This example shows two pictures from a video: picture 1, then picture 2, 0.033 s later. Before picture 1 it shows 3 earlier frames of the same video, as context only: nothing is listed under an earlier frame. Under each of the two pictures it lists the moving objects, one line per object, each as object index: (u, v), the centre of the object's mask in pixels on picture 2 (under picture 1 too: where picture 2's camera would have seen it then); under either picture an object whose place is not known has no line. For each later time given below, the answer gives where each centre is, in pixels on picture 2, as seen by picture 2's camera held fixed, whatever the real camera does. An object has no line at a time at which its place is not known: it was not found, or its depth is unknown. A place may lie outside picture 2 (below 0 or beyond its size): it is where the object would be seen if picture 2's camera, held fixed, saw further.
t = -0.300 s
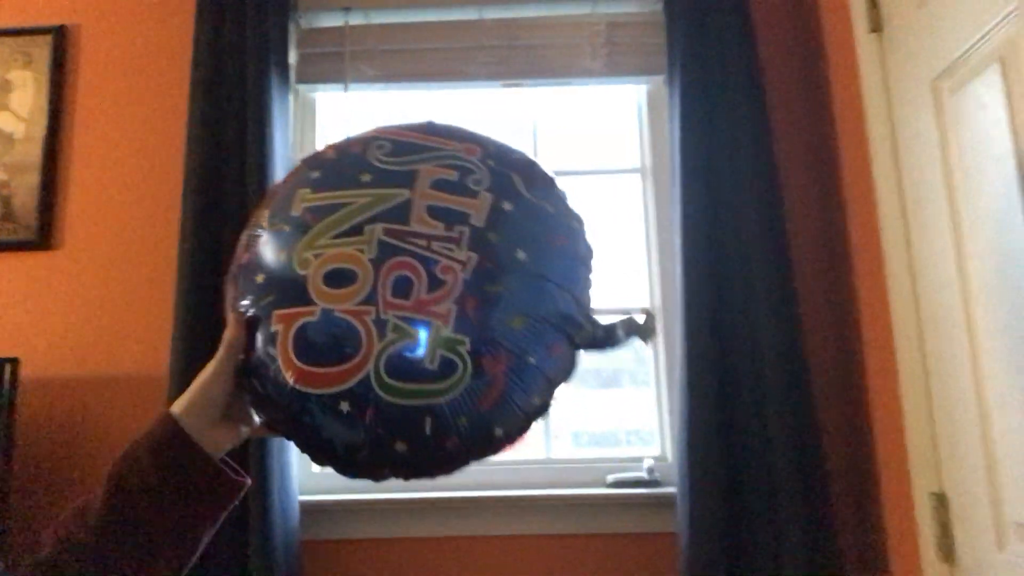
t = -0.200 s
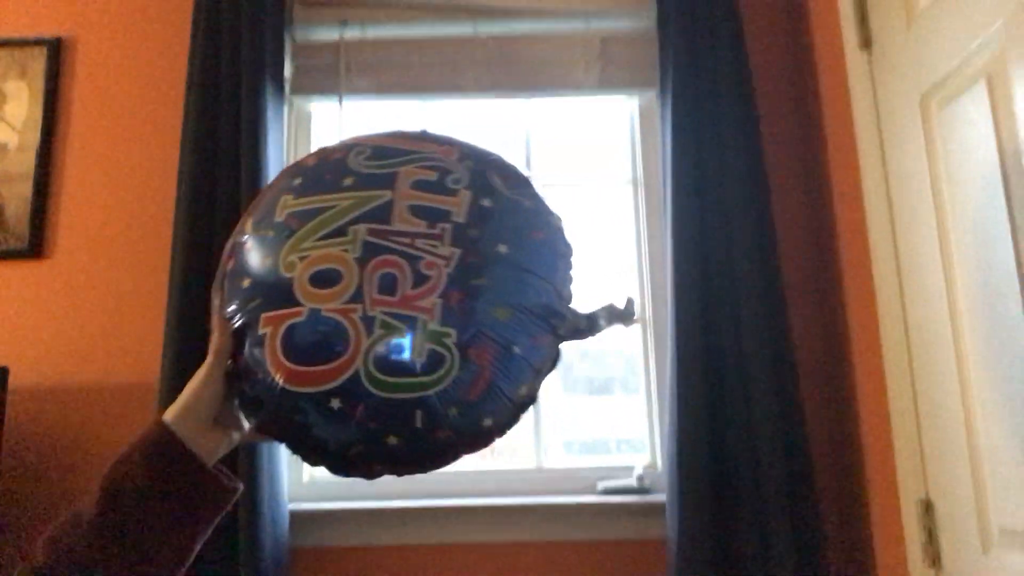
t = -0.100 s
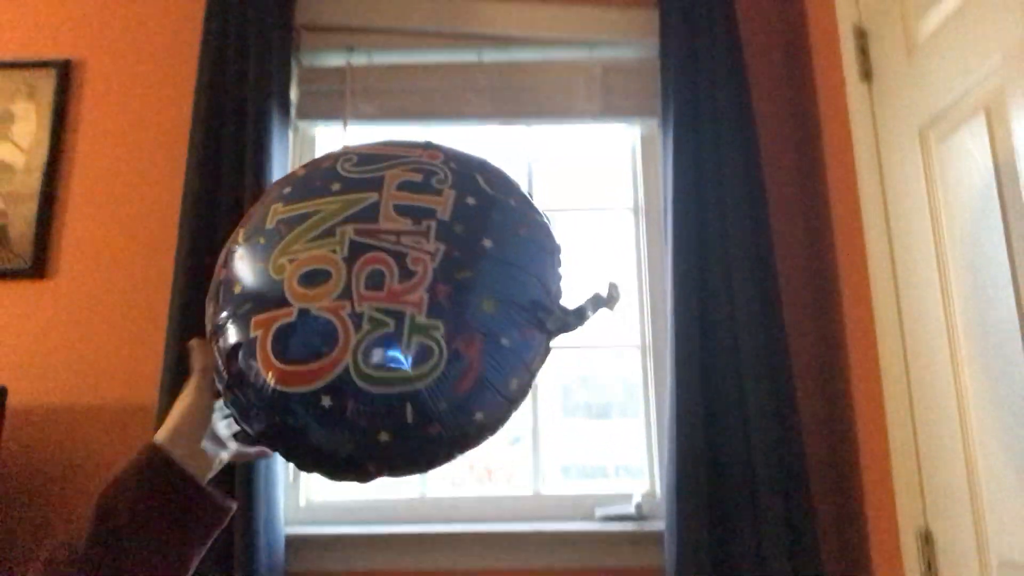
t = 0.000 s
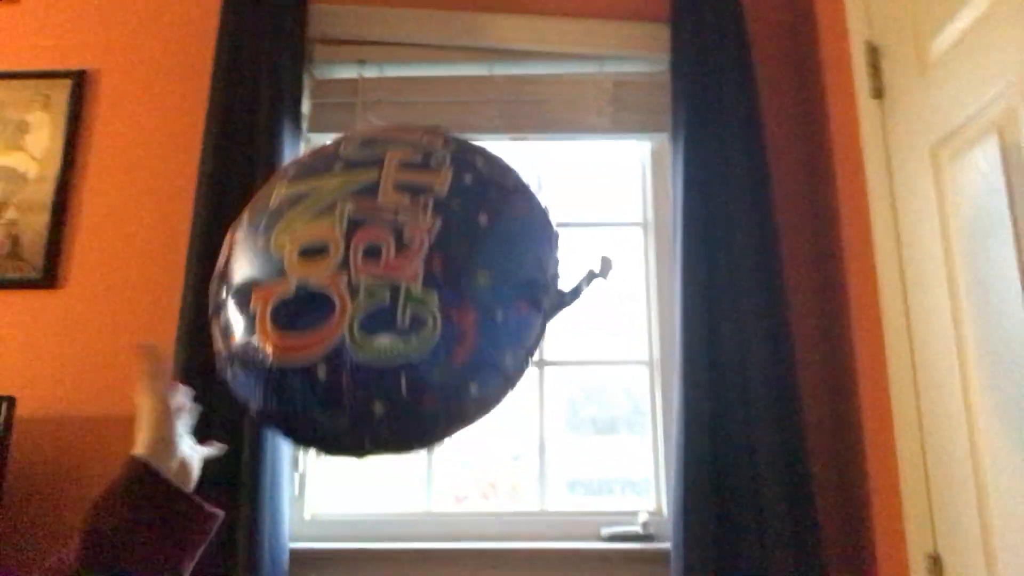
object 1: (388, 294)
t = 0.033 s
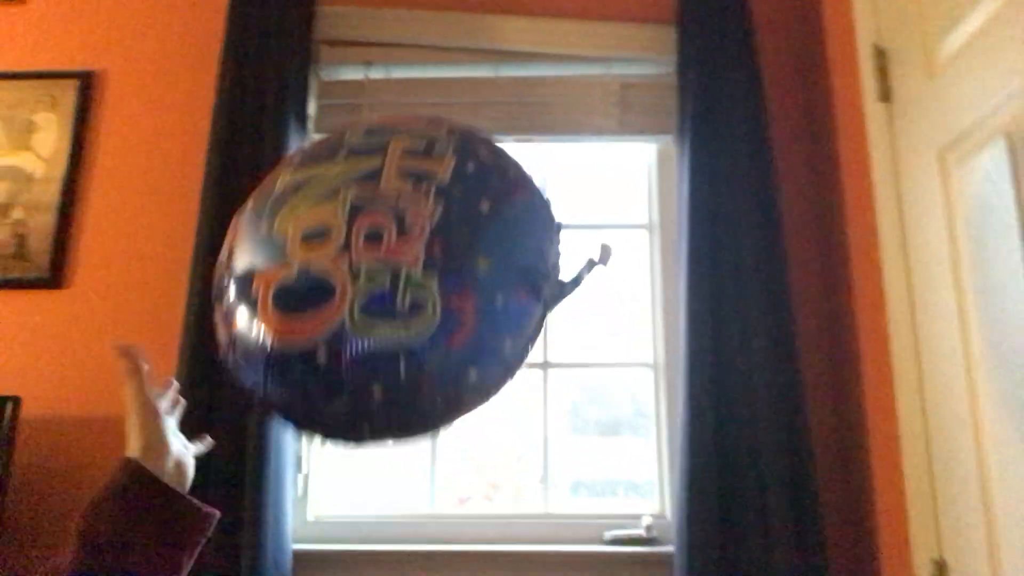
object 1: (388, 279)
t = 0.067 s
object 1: (386, 269)
